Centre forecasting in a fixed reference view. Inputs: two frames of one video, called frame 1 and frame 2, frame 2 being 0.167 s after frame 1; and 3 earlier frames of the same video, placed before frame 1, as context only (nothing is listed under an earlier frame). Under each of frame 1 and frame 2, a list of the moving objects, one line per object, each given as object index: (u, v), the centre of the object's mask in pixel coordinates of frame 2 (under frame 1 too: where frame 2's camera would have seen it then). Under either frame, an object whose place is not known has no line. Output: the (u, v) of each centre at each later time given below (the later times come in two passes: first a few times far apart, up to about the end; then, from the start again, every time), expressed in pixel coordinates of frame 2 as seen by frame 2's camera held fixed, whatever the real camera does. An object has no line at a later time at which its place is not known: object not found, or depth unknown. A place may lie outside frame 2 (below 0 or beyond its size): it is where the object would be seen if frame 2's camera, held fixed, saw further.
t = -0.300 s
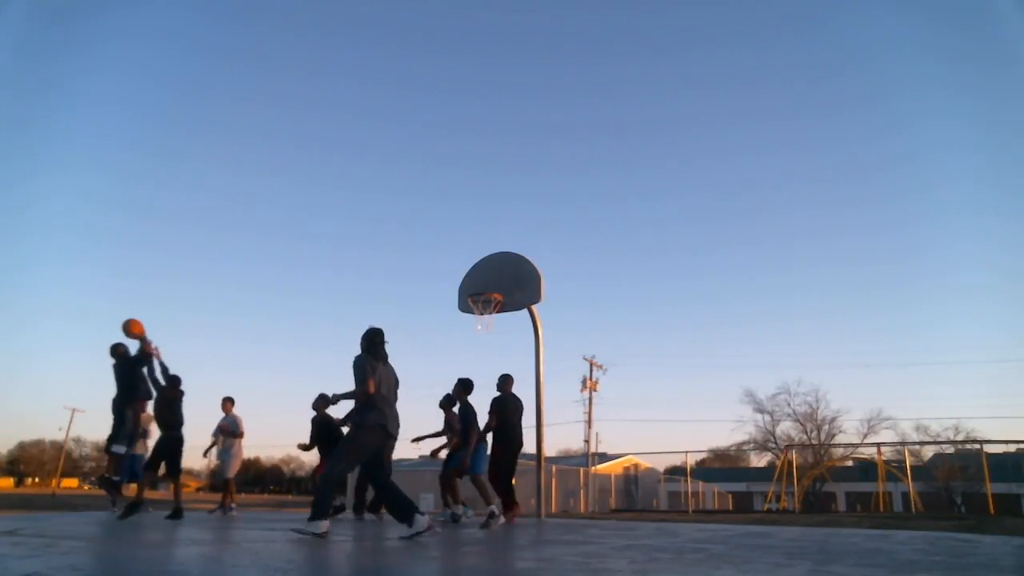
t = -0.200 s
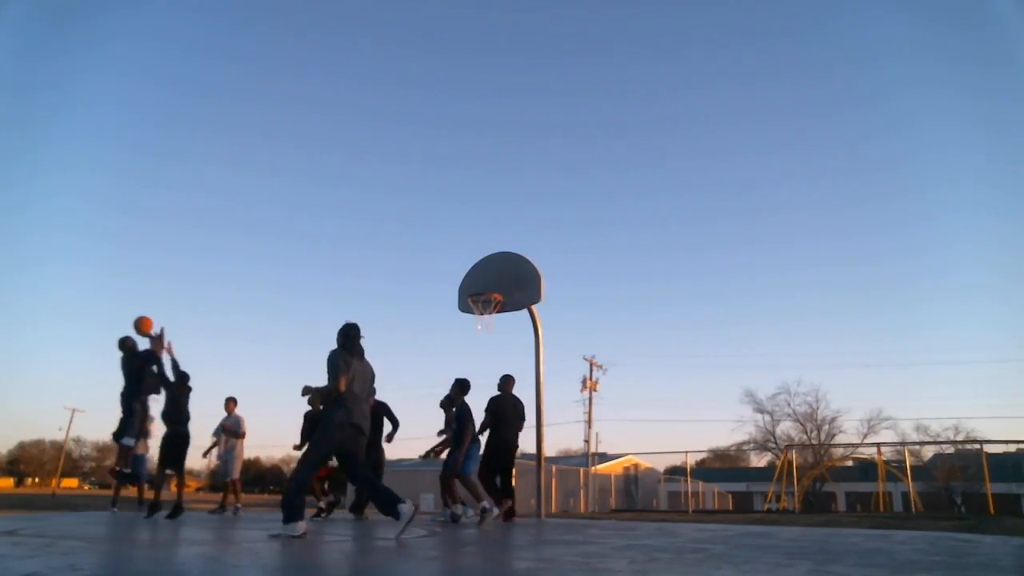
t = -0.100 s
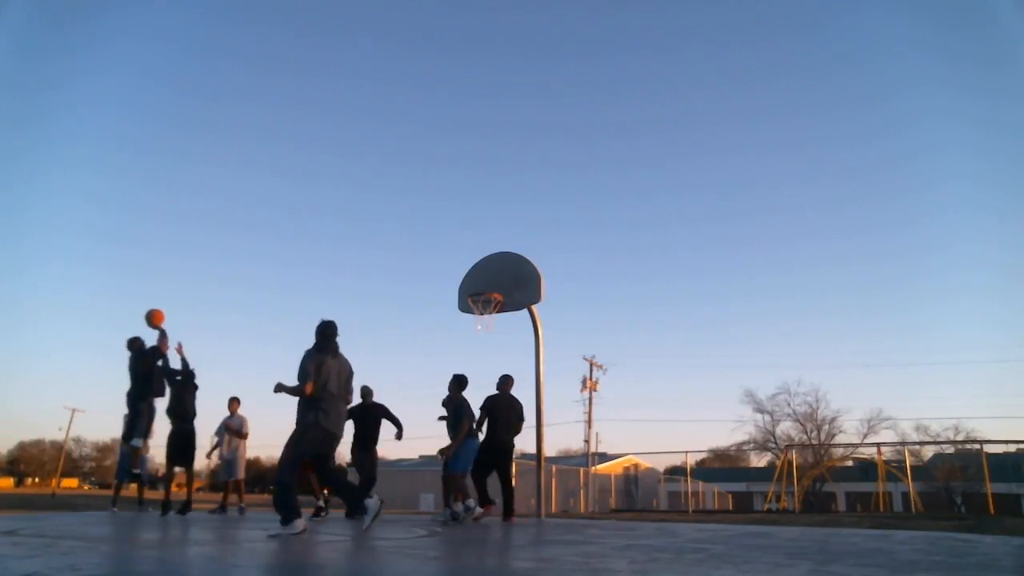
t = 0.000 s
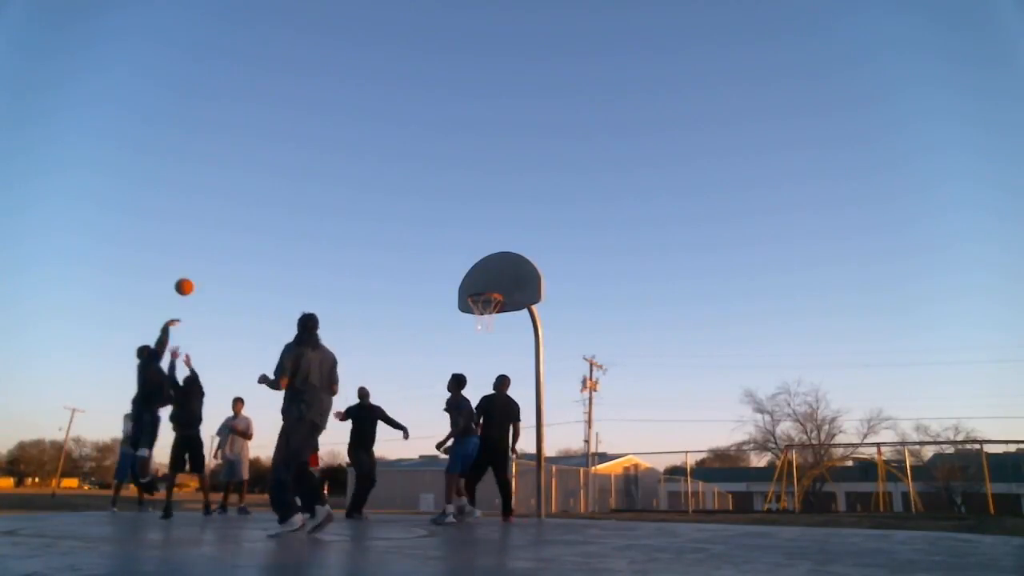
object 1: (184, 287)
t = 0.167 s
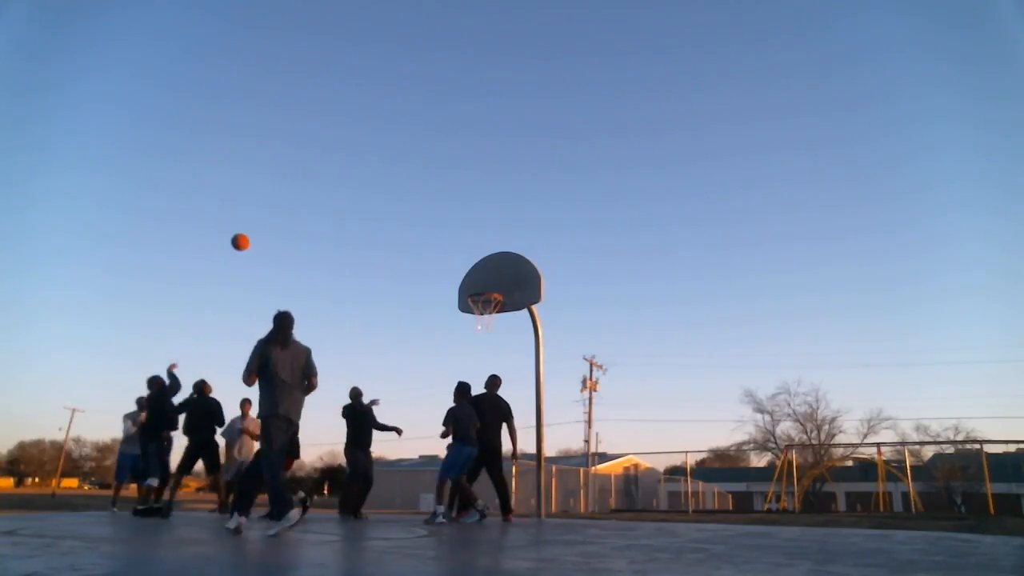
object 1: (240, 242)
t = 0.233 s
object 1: (261, 229)
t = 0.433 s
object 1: (321, 209)
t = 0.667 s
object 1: (386, 219)
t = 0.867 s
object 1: (440, 256)
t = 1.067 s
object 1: (484, 278)
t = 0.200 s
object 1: (251, 235)
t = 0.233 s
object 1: (261, 229)
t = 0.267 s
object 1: (272, 224)
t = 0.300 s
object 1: (281, 220)
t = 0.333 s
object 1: (291, 216)
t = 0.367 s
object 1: (301, 213)
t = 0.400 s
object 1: (311, 211)
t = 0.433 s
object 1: (321, 209)
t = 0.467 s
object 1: (330, 209)
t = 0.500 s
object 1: (340, 209)
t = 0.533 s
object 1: (349, 210)
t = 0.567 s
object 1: (358, 211)
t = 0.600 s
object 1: (368, 213)
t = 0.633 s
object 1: (377, 216)
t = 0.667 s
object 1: (386, 219)
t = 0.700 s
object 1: (395, 224)
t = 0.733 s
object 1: (404, 229)
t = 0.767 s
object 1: (413, 234)
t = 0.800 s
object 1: (423, 241)
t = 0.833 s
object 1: (431, 248)
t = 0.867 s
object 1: (440, 256)
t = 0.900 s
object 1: (449, 265)
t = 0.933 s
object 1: (458, 274)
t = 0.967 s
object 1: (467, 284)
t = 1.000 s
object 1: (474, 290)
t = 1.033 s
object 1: (479, 286)
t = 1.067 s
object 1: (484, 278)
